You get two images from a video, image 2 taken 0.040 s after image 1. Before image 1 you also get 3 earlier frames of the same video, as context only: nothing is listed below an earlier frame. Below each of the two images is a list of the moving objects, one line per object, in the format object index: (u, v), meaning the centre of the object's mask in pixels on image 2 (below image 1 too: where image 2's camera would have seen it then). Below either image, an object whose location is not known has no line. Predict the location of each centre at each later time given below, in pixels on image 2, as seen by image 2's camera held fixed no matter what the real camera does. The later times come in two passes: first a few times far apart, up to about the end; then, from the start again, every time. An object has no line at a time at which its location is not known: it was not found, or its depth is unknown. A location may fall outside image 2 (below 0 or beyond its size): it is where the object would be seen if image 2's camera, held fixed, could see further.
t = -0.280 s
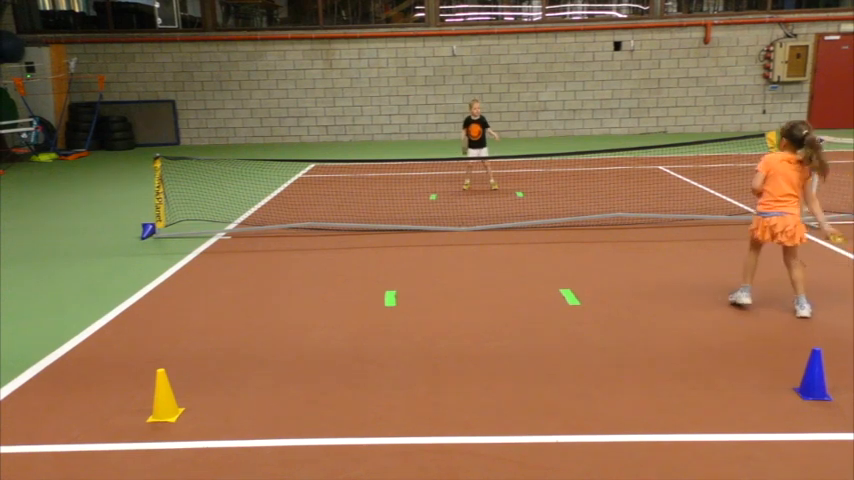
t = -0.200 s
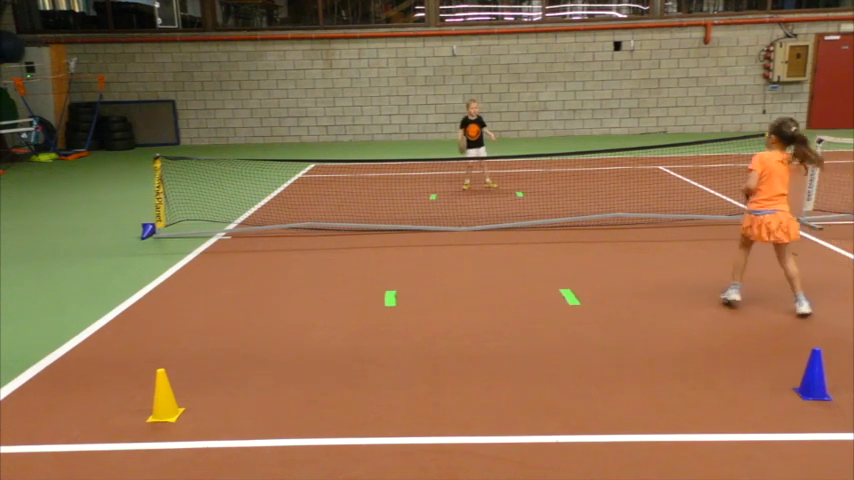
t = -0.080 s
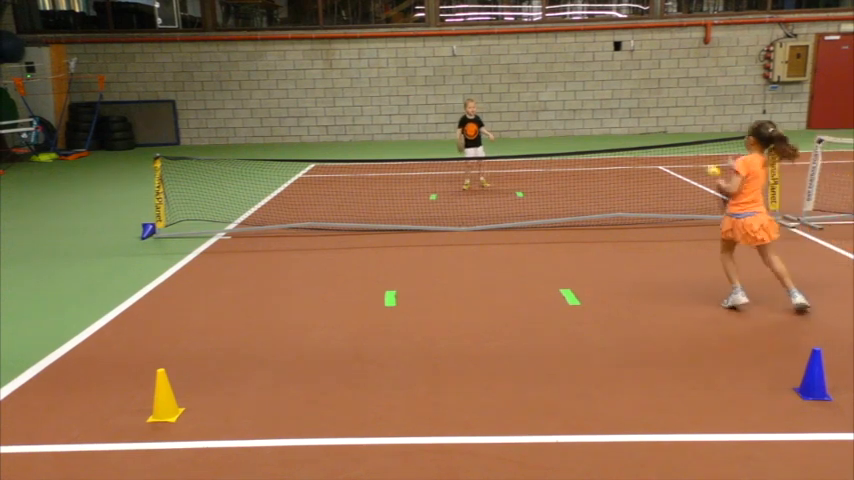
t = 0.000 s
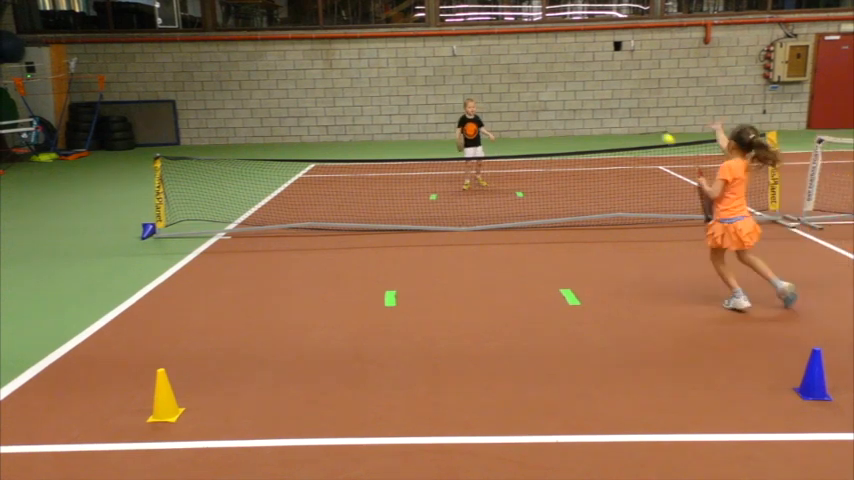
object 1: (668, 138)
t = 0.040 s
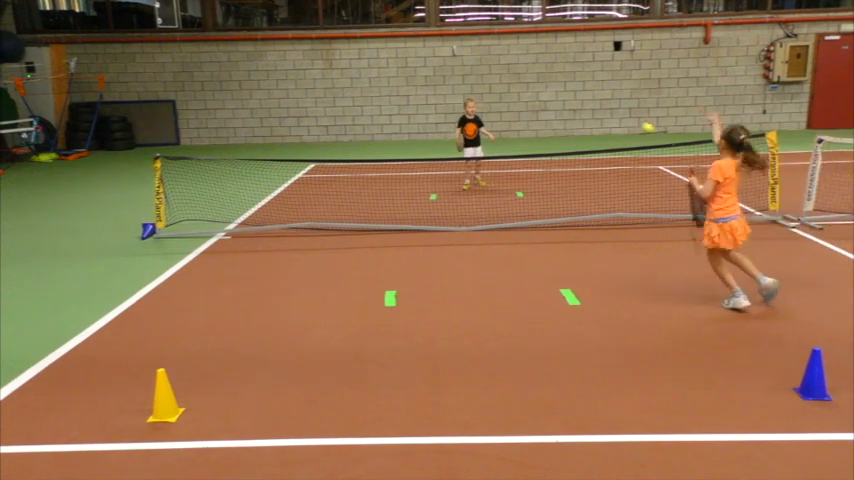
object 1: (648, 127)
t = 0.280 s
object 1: (552, 108)
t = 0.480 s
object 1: (496, 136)
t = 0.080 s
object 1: (630, 118)
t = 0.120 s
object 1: (612, 113)
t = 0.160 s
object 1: (595, 108)
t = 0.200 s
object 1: (580, 107)
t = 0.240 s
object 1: (566, 106)
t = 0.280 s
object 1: (552, 108)
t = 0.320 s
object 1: (539, 111)
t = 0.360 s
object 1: (527, 115)
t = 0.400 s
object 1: (516, 121)
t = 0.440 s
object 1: (506, 128)
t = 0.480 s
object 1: (496, 136)
